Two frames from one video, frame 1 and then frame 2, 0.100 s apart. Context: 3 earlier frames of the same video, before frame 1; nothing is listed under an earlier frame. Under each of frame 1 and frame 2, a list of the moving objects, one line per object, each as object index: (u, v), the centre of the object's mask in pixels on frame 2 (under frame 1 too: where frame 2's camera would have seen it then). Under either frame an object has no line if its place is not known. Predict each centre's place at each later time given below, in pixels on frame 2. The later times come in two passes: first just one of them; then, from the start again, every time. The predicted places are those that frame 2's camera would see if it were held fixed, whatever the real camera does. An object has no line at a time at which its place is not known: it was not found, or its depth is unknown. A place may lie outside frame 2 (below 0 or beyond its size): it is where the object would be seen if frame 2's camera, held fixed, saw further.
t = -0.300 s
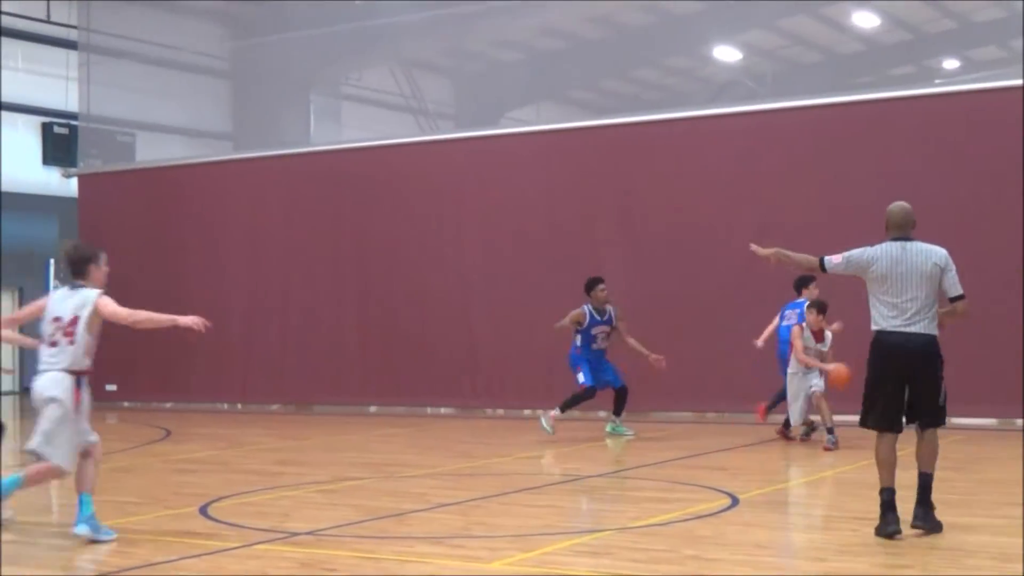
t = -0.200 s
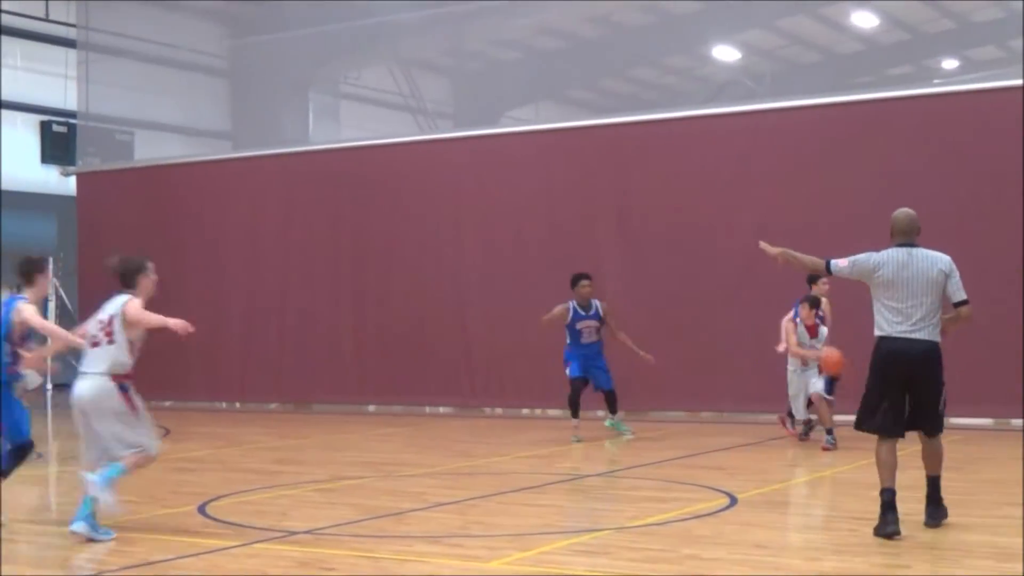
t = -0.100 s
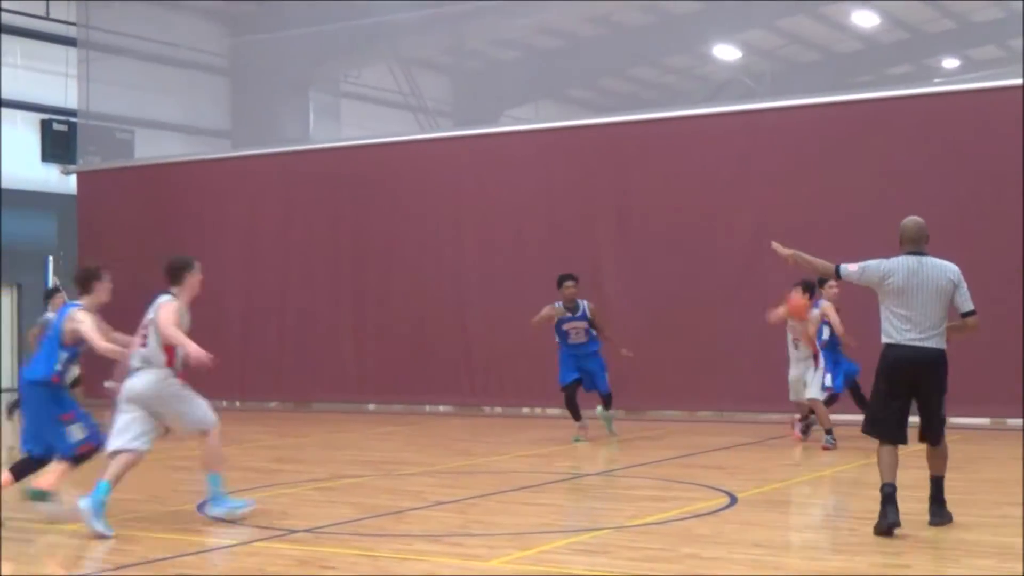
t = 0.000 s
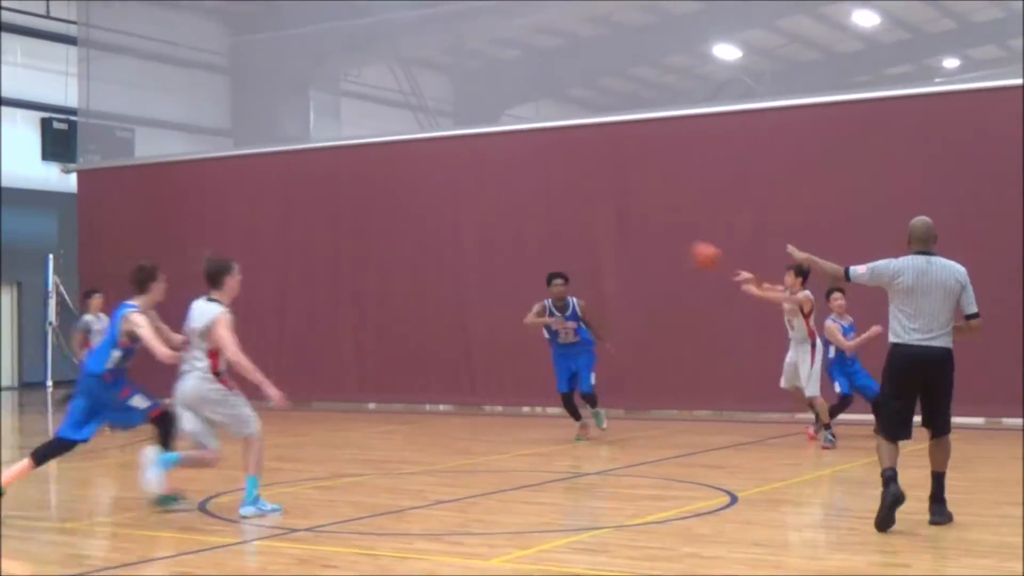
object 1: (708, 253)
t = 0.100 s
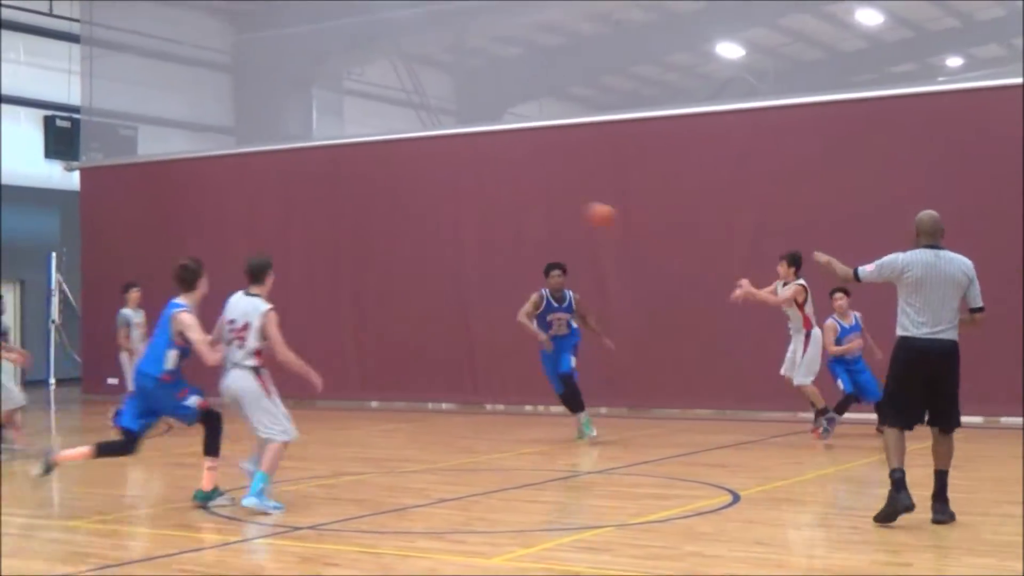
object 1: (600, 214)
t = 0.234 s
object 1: (455, 178)
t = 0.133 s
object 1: (563, 203)
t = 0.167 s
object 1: (526, 194)
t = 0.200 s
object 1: (490, 185)
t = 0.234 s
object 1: (455, 178)
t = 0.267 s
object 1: (420, 172)
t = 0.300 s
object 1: (384, 168)
